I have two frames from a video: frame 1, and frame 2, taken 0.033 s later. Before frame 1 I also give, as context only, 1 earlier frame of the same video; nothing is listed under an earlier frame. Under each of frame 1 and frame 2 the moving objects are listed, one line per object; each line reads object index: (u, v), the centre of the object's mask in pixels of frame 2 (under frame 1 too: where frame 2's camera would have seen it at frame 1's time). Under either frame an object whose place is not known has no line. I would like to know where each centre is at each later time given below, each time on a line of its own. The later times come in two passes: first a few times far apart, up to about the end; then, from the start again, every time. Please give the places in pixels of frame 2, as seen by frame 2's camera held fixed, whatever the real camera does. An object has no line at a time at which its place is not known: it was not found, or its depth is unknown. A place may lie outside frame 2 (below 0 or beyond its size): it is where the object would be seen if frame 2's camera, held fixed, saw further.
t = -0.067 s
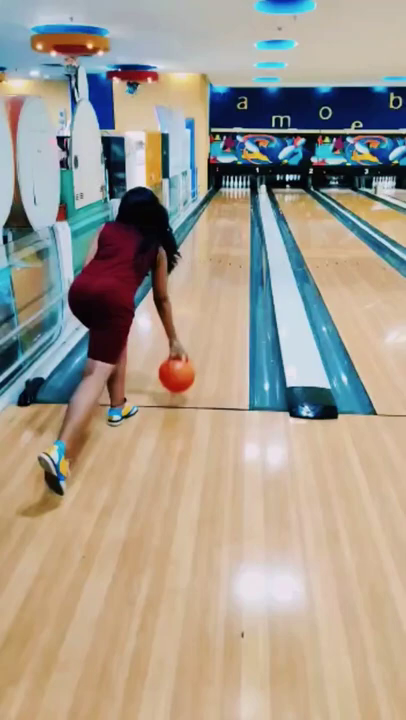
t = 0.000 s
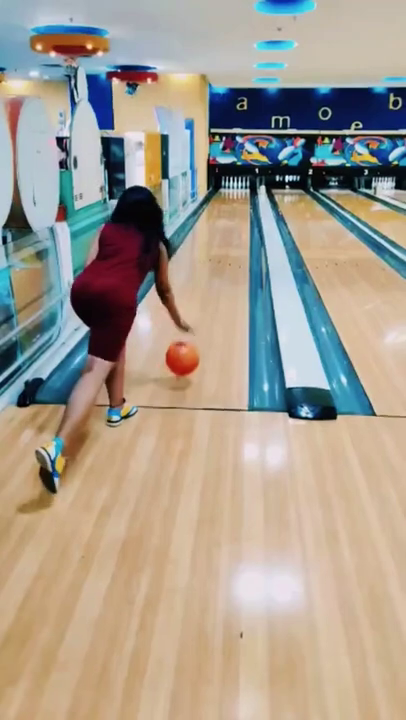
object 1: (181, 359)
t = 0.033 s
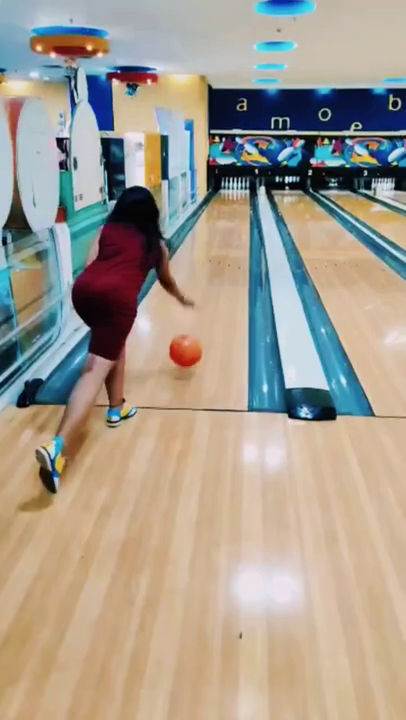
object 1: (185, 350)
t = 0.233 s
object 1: (201, 319)
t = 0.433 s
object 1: (211, 290)
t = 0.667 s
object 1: (219, 268)
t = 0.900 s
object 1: (224, 254)
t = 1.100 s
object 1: (228, 242)
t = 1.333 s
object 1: (230, 233)
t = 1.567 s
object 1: (232, 226)
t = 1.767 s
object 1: (234, 220)
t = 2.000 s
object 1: (235, 216)
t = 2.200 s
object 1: (235, 214)
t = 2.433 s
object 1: (236, 211)
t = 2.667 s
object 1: (238, 205)
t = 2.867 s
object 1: (239, 202)
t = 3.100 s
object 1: (239, 200)
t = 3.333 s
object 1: (240, 198)
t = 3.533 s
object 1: (240, 196)
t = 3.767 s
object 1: (241, 194)
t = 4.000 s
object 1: (241, 192)
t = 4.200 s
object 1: (241, 190)
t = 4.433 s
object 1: (240, 189)
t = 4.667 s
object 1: (241, 188)
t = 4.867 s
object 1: (244, 187)
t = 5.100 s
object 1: (248, 186)
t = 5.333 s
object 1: (251, 188)
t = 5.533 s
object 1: (251, 188)
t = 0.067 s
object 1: (188, 345)
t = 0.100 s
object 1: (191, 341)
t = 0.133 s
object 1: (194, 338)
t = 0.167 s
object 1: (197, 331)
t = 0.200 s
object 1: (199, 324)
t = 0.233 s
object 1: (201, 319)
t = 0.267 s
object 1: (203, 314)
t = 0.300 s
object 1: (205, 309)
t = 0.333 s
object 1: (207, 303)
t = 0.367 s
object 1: (208, 298)
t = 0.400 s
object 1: (210, 295)
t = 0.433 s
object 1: (211, 290)
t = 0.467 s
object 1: (213, 287)
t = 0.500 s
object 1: (214, 283)
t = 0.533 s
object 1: (215, 279)
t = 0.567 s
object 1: (216, 276)
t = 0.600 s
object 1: (217, 273)
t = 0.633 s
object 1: (218, 271)
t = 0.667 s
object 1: (219, 268)
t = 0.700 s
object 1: (219, 266)
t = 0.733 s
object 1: (220, 264)
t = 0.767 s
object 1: (222, 260)
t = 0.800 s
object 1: (222, 259)
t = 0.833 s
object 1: (222, 257)
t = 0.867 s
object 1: (223, 256)
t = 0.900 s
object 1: (224, 254)
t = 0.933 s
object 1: (225, 250)
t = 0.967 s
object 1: (226, 249)
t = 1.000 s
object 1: (226, 247)
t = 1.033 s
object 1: (227, 245)
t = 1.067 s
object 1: (227, 244)
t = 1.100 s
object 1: (228, 242)
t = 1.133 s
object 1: (228, 240)
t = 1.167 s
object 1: (228, 239)
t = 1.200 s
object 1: (229, 238)
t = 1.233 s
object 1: (229, 236)
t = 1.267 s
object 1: (230, 235)
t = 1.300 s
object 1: (230, 234)
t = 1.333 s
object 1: (230, 233)
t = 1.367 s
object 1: (231, 231)
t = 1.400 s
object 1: (231, 230)
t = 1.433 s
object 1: (232, 229)
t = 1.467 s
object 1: (232, 228)
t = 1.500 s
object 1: (232, 227)
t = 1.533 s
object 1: (232, 227)
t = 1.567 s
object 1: (232, 226)
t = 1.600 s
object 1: (233, 225)
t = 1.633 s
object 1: (233, 224)
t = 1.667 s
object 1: (233, 223)
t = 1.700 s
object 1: (234, 222)
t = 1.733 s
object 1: (234, 221)
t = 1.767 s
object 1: (234, 220)
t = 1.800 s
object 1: (234, 221)
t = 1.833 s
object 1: (234, 220)
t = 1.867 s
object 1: (234, 219)
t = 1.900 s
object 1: (234, 218)
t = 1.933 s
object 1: (235, 218)
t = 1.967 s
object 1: (235, 217)
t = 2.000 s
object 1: (235, 216)
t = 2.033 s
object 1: (235, 216)
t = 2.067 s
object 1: (235, 215)
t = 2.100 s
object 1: (235, 215)
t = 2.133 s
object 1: (235, 214)
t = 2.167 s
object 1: (235, 214)
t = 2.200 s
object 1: (235, 214)
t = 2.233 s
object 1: (235, 213)
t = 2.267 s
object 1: (235, 213)
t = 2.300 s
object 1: (236, 212)
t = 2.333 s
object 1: (236, 212)
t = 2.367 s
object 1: (236, 211)
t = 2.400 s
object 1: (236, 211)
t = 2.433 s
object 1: (236, 211)
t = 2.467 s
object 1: (237, 210)
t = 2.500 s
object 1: (237, 209)
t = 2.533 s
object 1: (237, 208)
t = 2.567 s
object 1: (237, 208)
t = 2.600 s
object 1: (237, 208)
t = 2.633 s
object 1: (237, 207)
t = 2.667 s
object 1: (238, 205)
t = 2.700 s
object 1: (238, 204)
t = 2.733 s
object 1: (239, 204)
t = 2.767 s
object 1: (239, 204)
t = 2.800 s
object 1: (239, 203)
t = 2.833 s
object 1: (239, 203)
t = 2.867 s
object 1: (239, 202)
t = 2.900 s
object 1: (239, 202)
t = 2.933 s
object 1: (239, 202)
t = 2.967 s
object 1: (239, 201)
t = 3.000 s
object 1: (239, 201)
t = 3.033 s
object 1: (239, 201)
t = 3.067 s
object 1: (239, 200)
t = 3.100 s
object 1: (239, 200)
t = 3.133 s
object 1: (239, 200)
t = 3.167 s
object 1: (239, 199)
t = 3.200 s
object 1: (239, 199)
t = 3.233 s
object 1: (239, 199)
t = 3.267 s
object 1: (240, 199)
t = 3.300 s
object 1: (240, 199)
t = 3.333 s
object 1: (240, 198)
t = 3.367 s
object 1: (240, 198)
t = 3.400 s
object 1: (240, 197)
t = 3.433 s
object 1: (240, 197)
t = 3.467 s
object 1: (240, 196)
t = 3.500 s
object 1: (240, 196)
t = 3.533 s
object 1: (240, 196)
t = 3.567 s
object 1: (240, 196)
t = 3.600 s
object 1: (241, 196)
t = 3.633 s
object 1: (241, 196)
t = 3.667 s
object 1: (241, 196)
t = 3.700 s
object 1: (241, 195)
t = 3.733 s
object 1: (241, 194)
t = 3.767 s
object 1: (241, 194)
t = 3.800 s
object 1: (241, 193)
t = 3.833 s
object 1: (241, 193)
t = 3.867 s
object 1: (241, 193)
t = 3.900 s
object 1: (241, 193)
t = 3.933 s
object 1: (241, 193)
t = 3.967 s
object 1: (241, 192)
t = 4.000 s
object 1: (241, 192)
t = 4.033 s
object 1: (241, 192)
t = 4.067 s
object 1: (241, 192)
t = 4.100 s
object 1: (241, 191)
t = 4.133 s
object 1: (241, 191)
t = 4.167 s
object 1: (240, 190)
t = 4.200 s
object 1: (241, 190)
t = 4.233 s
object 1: (241, 190)
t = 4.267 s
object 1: (240, 190)
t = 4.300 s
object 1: (241, 190)
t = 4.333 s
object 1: (240, 190)
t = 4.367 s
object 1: (240, 190)
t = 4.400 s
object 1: (240, 190)
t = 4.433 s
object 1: (240, 189)
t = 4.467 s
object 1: (240, 189)
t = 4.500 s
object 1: (241, 189)
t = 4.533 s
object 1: (240, 189)
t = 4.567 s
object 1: (240, 189)
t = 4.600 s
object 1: (240, 188)
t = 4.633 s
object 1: (240, 188)
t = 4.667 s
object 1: (241, 188)
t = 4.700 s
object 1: (241, 188)
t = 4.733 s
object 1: (242, 188)
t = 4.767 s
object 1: (242, 187)
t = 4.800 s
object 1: (242, 188)
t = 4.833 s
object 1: (243, 187)
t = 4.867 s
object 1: (244, 187)
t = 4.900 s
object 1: (244, 186)
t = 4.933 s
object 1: (246, 186)
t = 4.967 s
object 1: (246, 186)
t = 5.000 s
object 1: (247, 186)
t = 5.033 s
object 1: (247, 186)
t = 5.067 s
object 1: (247, 186)
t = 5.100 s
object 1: (248, 186)
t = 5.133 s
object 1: (250, 186)
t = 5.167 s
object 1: (250, 187)
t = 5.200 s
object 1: (251, 188)
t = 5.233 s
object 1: (251, 188)
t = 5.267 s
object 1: (251, 188)
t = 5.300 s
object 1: (251, 188)
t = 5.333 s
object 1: (251, 188)
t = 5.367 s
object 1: (251, 188)
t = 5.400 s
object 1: (251, 188)
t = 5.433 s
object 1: (251, 188)
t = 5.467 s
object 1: (251, 188)
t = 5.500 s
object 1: (251, 188)
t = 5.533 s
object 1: (251, 188)
